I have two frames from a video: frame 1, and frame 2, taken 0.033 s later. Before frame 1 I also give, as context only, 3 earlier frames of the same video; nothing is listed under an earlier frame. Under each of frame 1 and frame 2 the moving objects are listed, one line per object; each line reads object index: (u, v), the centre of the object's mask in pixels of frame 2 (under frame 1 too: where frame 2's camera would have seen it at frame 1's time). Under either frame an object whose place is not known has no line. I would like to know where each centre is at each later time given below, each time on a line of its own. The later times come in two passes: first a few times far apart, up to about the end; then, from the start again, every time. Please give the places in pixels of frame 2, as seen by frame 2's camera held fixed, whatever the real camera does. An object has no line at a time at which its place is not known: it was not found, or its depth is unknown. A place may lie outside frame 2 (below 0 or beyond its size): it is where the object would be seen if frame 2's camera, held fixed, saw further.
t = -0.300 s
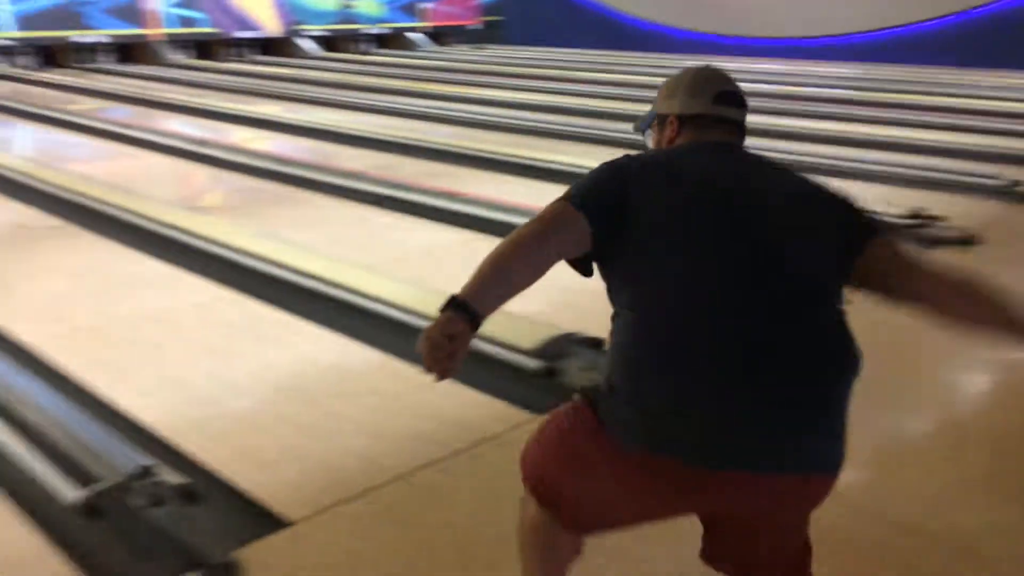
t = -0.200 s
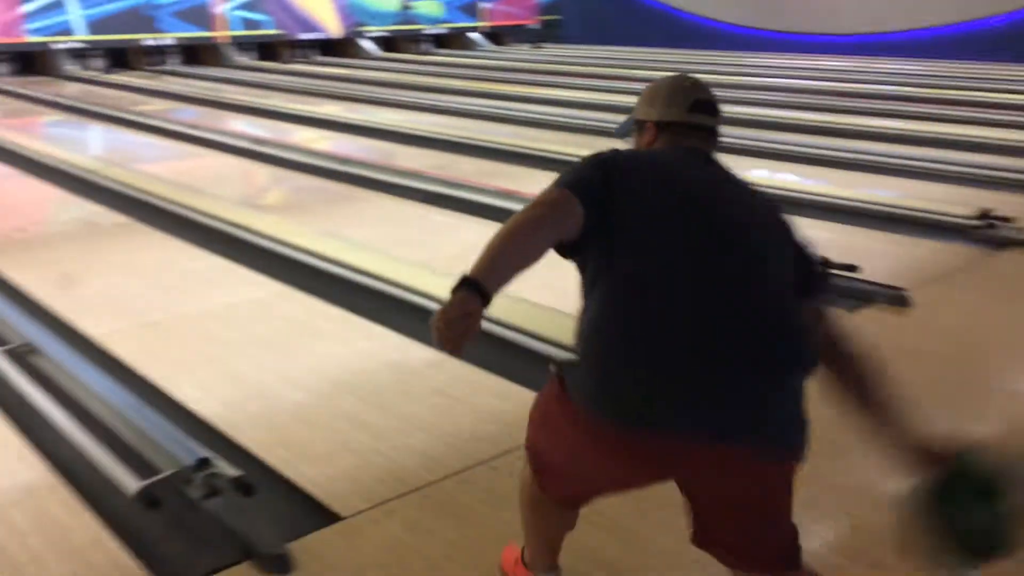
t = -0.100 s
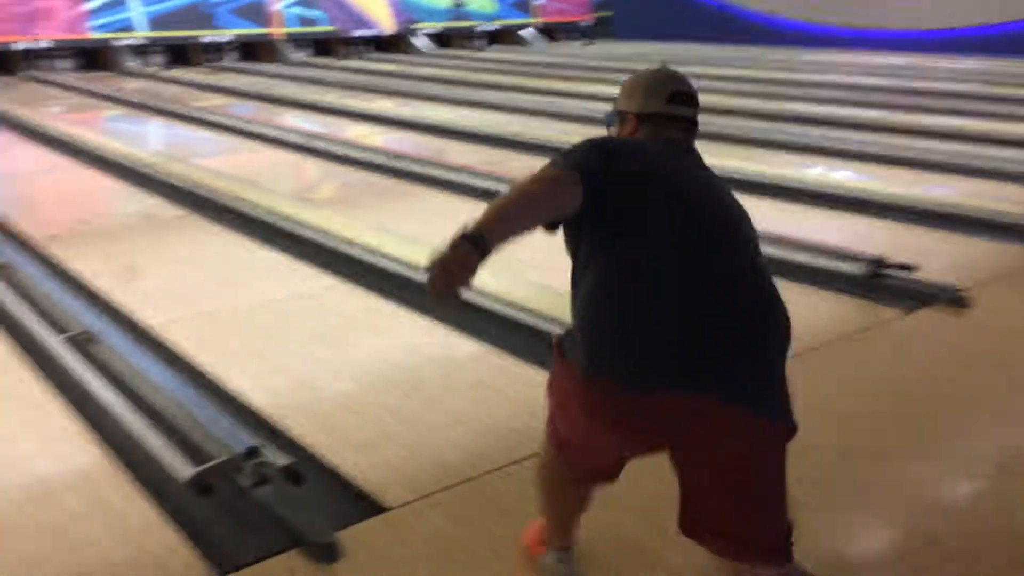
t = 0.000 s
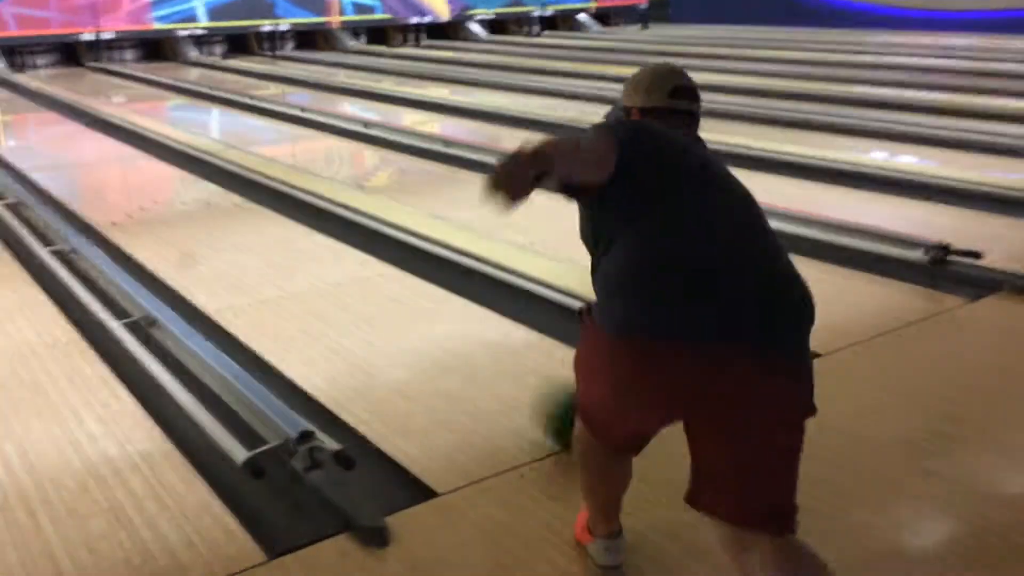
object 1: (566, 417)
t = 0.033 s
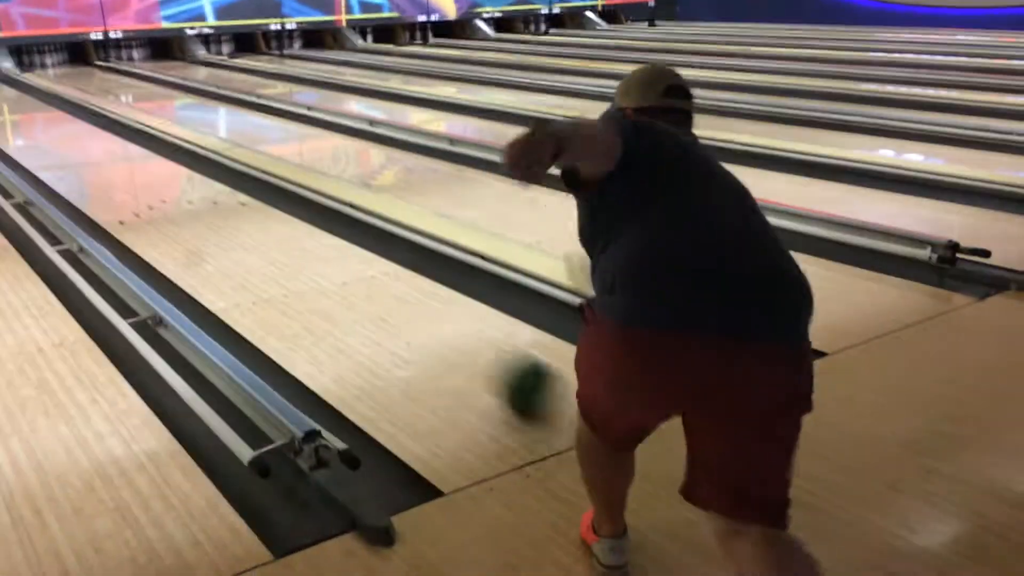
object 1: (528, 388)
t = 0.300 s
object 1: (271, 248)
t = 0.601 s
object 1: (137, 176)
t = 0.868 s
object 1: (69, 139)
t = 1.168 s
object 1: (19, 112)
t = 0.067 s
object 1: (481, 362)
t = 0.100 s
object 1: (440, 341)
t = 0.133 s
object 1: (403, 321)
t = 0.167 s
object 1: (371, 302)
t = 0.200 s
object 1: (342, 287)
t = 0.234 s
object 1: (316, 271)
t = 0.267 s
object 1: (293, 259)
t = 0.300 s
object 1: (271, 248)
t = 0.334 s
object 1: (251, 237)
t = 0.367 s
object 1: (232, 227)
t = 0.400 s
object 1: (216, 218)
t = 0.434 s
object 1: (199, 210)
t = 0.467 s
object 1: (185, 202)
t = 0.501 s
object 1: (171, 194)
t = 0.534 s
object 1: (159, 187)
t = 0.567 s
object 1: (148, 181)
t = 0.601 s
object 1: (137, 176)
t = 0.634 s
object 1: (127, 170)
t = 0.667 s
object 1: (117, 165)
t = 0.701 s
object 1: (108, 160)
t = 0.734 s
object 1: (99, 155)
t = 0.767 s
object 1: (91, 151)
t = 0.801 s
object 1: (84, 147)
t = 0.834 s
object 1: (76, 143)
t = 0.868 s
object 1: (69, 139)
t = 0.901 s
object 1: (63, 136)
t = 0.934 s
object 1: (57, 132)
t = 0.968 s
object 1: (50, 129)
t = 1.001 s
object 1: (45, 126)
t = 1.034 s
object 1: (39, 123)
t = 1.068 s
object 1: (34, 120)
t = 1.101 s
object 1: (29, 118)
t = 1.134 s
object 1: (24, 115)
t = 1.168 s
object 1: (19, 112)
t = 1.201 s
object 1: (15, 110)
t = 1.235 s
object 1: (11, 108)
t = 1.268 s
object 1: (7, 106)
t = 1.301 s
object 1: (3, 104)
